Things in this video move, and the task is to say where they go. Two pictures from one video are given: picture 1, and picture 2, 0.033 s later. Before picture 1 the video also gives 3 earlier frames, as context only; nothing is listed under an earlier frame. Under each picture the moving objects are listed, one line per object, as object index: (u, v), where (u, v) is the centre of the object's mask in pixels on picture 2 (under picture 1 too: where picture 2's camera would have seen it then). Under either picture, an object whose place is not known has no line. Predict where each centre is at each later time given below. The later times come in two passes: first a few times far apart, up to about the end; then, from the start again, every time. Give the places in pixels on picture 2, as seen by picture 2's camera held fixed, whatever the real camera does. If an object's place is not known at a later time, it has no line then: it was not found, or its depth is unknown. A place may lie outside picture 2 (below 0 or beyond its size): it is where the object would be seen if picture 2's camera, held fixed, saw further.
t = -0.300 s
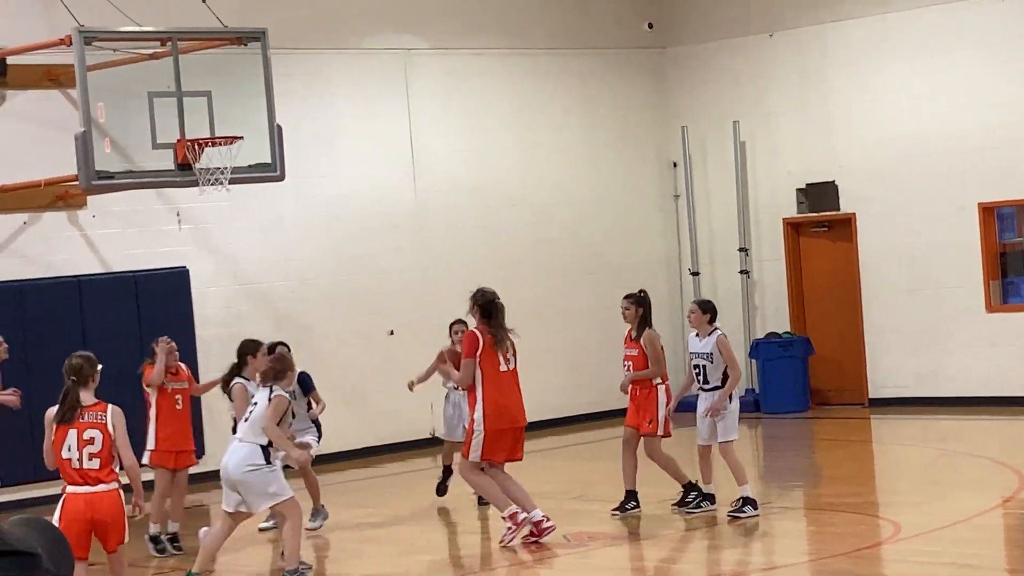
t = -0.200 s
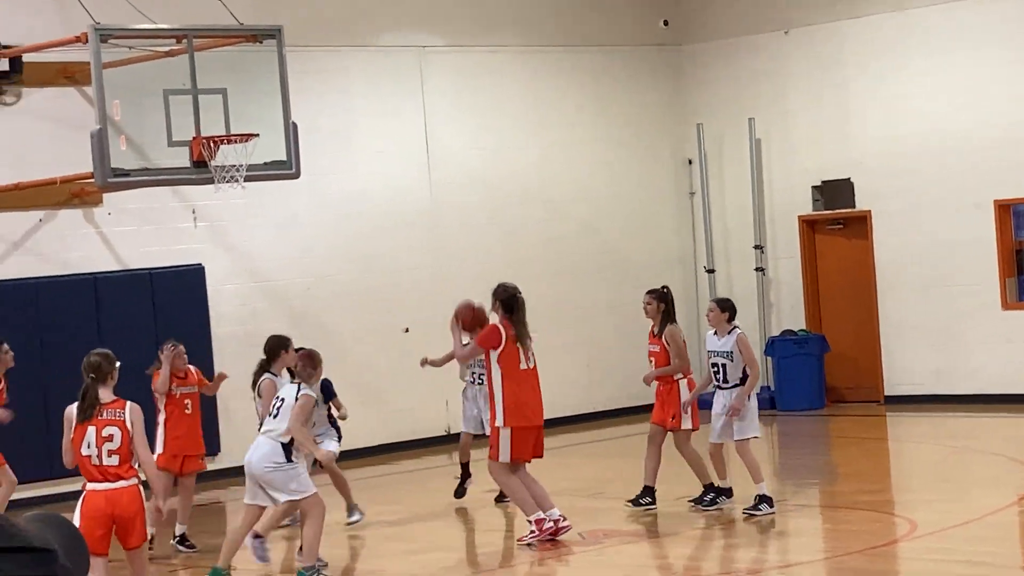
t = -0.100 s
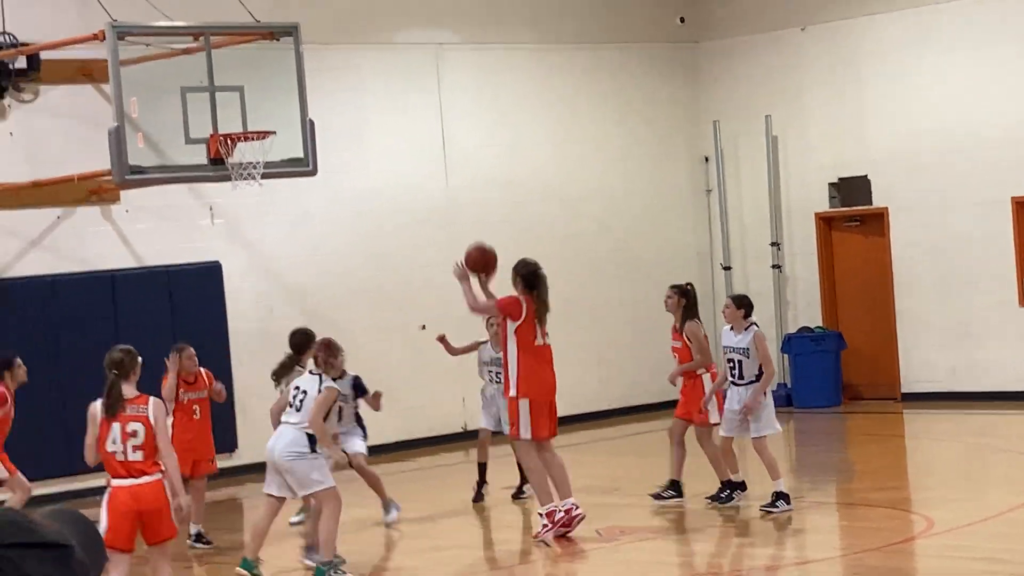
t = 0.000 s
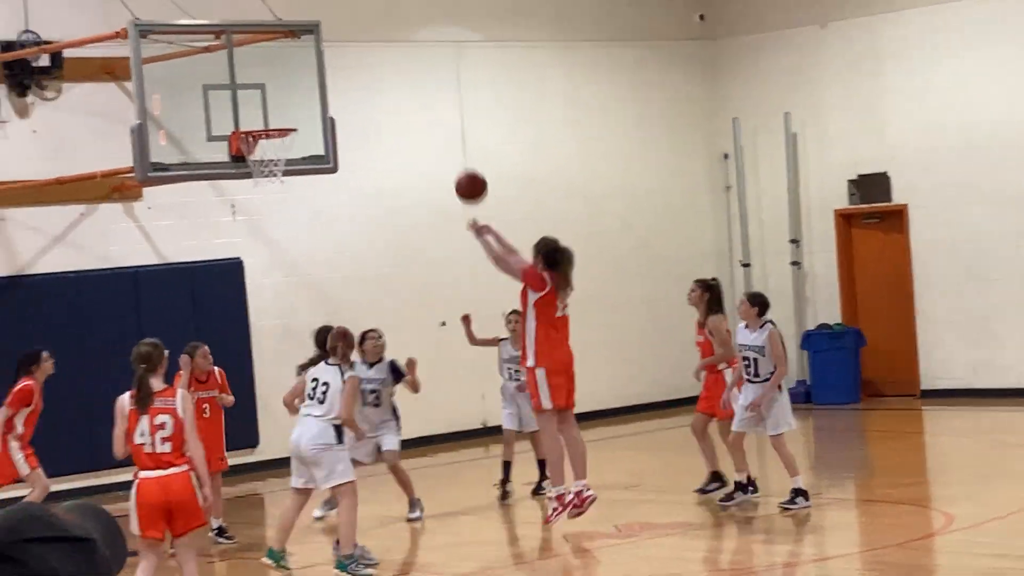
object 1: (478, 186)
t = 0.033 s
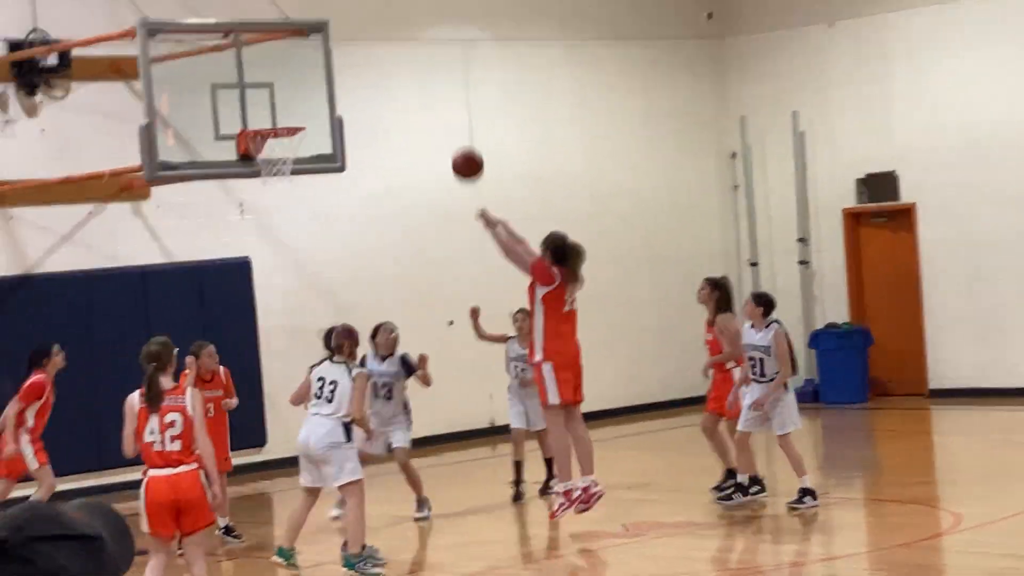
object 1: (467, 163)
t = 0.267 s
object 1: (400, 68)
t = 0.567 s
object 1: (325, 53)
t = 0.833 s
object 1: (271, 129)
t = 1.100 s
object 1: (291, 259)
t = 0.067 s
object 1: (457, 146)
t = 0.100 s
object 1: (447, 130)
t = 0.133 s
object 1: (437, 114)
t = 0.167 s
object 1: (428, 100)
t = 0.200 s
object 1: (418, 88)
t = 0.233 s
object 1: (409, 77)
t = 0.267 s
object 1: (400, 68)
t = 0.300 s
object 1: (391, 60)
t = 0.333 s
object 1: (382, 55)
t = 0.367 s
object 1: (374, 50)
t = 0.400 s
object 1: (365, 47)
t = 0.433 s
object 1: (357, 45)
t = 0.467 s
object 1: (348, 45)
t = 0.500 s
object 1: (341, 46)
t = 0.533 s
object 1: (333, 49)
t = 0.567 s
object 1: (325, 53)
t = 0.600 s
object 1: (318, 58)
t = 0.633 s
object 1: (310, 65)
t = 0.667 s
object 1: (303, 73)
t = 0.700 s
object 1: (296, 82)
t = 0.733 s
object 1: (289, 93)
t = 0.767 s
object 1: (283, 105)
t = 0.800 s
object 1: (277, 116)
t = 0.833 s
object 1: (271, 129)
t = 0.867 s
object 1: (272, 149)
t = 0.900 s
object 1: (275, 162)
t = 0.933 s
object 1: (273, 178)
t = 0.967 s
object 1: (276, 190)
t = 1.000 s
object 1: (280, 204)
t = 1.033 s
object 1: (284, 221)
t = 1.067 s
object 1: (287, 239)
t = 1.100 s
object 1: (291, 259)
